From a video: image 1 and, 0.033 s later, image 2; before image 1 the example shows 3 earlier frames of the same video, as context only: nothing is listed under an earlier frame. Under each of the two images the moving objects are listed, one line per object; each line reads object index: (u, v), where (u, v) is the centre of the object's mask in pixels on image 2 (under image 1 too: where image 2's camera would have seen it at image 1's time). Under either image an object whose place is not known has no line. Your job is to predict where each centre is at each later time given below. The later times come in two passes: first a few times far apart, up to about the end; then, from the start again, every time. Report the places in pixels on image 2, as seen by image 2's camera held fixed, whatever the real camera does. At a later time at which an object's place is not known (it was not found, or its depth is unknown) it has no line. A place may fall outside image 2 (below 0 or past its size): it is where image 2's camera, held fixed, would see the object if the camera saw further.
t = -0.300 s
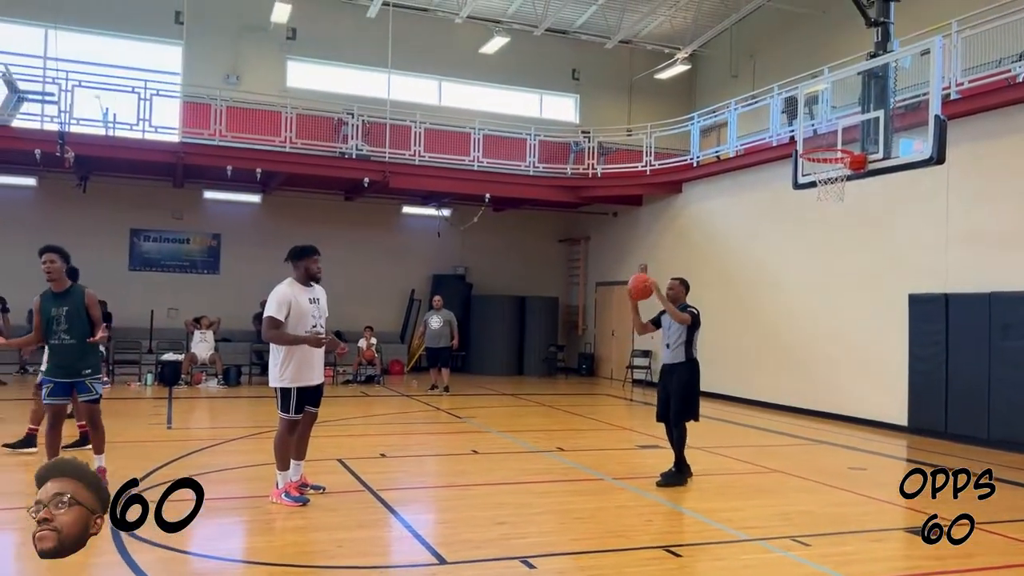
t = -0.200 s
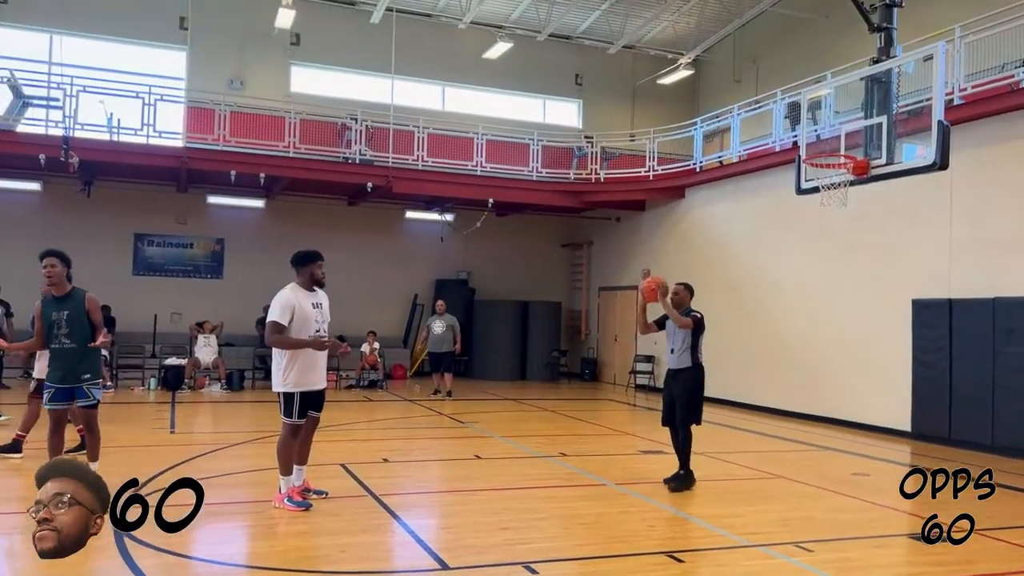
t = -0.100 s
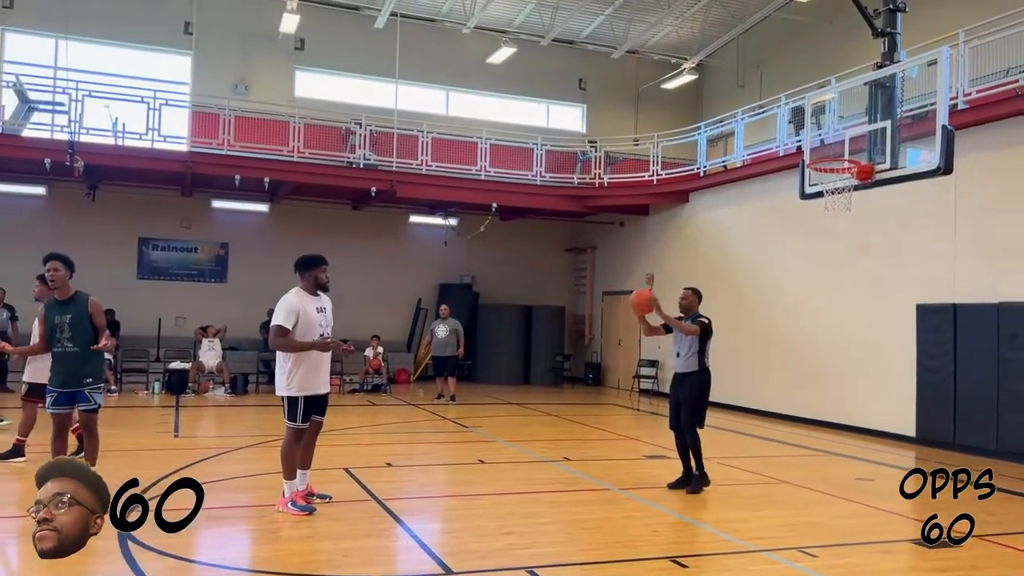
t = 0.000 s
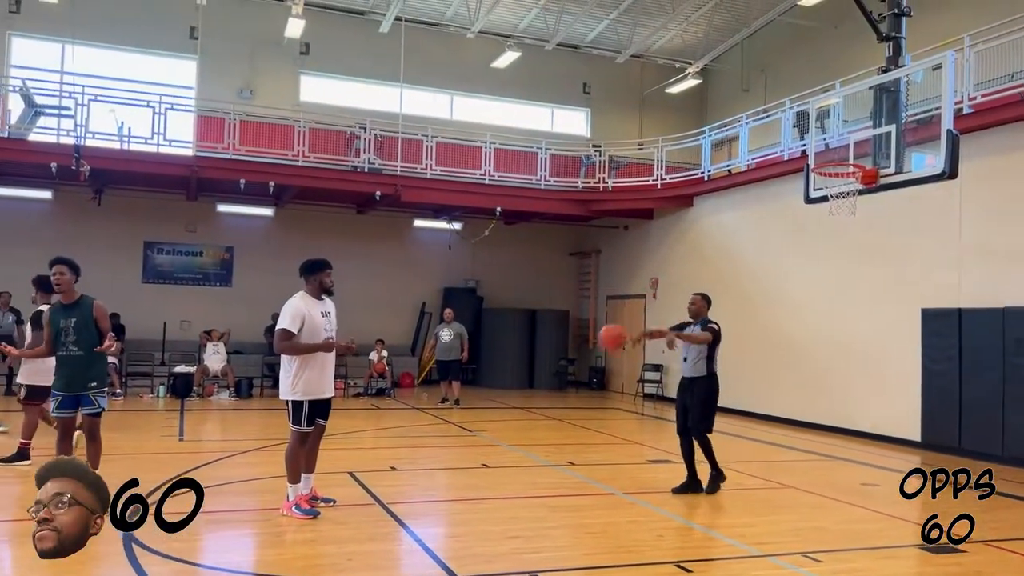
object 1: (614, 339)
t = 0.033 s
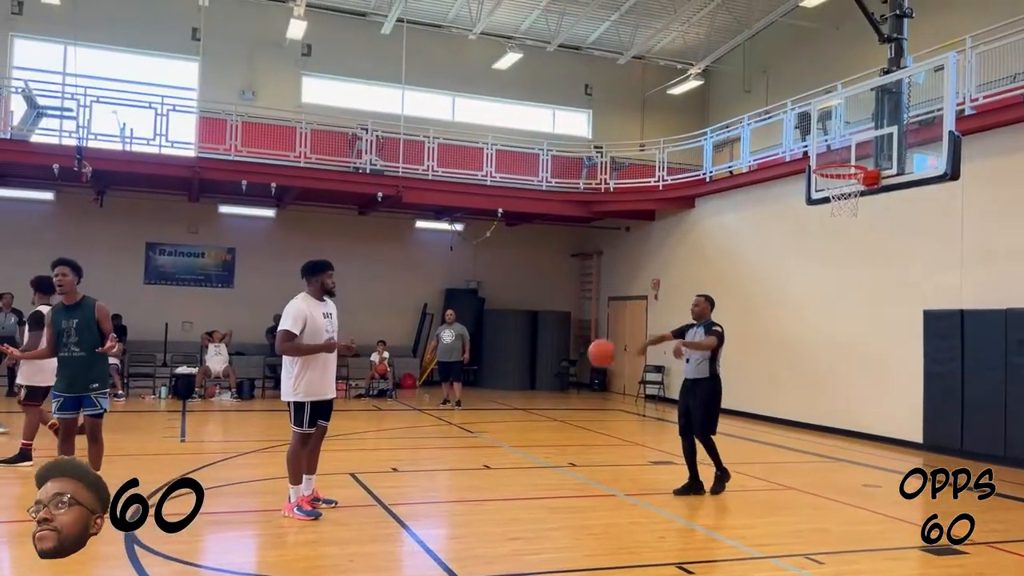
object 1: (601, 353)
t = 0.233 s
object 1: (525, 467)
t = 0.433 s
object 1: (460, 417)
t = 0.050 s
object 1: (595, 360)
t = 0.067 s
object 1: (589, 368)
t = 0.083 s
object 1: (583, 376)
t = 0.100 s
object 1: (576, 384)
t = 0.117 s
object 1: (570, 392)
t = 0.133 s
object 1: (564, 402)
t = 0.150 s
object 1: (558, 411)
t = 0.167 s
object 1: (552, 422)
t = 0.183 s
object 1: (545, 434)
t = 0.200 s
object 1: (538, 444)
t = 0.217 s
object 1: (532, 456)
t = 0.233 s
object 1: (525, 467)
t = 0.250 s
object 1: (518, 479)
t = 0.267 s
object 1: (511, 492)
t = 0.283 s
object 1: (506, 485)
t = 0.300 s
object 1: (501, 476)
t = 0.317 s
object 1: (496, 468)
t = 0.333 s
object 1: (491, 459)
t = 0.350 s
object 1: (486, 452)
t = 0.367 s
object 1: (480, 444)
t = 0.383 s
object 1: (475, 438)
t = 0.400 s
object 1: (471, 431)
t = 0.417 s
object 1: (466, 424)
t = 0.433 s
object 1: (460, 417)
